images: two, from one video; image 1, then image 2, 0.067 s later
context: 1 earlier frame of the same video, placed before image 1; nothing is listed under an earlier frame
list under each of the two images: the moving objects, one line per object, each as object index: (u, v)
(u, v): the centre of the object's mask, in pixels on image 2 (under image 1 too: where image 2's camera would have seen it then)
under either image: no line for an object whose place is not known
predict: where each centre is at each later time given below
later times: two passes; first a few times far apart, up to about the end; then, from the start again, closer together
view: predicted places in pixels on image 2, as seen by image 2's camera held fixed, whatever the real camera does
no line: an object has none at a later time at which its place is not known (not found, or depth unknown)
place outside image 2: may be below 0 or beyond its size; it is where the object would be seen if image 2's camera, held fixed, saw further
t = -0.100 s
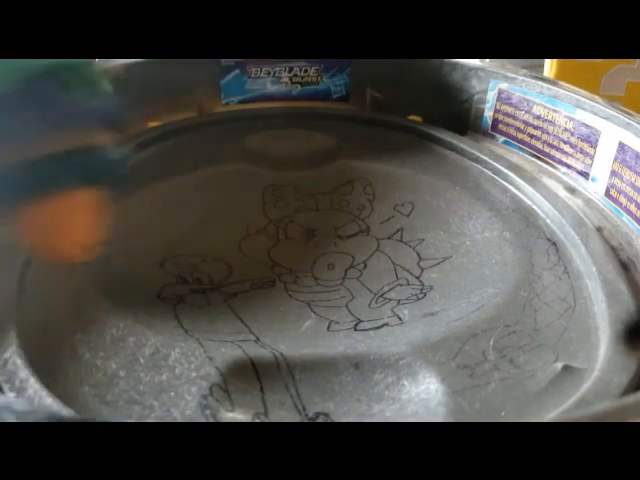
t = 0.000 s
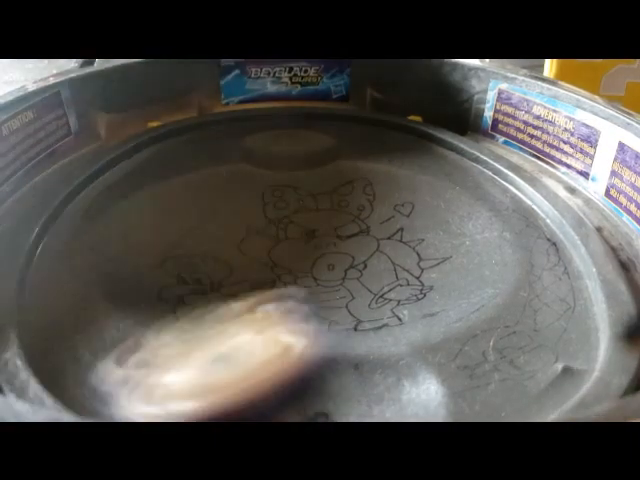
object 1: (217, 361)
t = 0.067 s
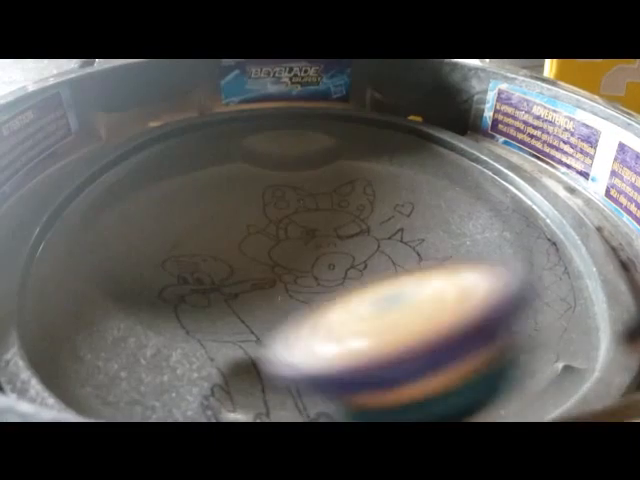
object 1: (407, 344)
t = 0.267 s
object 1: (603, 251)
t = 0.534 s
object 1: (460, 102)
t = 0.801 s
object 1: (179, 83)
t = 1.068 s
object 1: (37, 182)
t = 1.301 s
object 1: (79, 340)
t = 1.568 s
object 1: (570, 334)
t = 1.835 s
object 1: (587, 195)
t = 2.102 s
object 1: (504, 125)
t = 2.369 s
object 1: (399, 86)
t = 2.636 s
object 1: (300, 79)
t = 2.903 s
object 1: (268, 130)
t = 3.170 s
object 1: (240, 156)
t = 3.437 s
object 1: (379, 265)
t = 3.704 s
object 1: (547, 260)
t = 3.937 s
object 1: (349, 274)
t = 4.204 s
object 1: (56, 265)
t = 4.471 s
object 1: (77, 226)
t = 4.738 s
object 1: (51, 228)
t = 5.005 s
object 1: (167, 350)
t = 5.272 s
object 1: (476, 361)
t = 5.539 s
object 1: (553, 251)
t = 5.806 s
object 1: (446, 181)
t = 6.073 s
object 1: (334, 181)
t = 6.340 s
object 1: (222, 177)
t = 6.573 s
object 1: (185, 179)
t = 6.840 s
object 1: (265, 224)
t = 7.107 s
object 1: (299, 274)
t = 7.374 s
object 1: (307, 274)
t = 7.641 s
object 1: (343, 259)
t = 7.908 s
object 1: (467, 216)
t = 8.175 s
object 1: (393, 212)
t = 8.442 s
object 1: (302, 203)
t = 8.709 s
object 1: (228, 191)
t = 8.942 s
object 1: (218, 212)
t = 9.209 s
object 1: (267, 234)
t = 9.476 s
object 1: (258, 235)
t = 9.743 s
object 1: (277, 250)
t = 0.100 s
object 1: (491, 343)
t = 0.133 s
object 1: (543, 359)
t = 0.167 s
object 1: (574, 340)
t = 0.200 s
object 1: (593, 318)
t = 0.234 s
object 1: (603, 284)
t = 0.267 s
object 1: (603, 251)
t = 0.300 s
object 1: (602, 226)
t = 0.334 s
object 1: (596, 202)
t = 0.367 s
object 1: (585, 174)
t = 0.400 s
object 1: (562, 153)
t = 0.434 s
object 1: (539, 138)
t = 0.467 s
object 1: (514, 125)
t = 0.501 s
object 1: (489, 113)
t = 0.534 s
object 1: (460, 102)
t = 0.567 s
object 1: (439, 94)
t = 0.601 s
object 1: (395, 79)
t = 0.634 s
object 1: (362, 75)
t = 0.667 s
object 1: (327, 80)
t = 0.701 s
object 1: (288, 76)
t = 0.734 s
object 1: (248, 77)
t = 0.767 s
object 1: (215, 78)
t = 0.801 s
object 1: (179, 83)
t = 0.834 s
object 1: (145, 90)
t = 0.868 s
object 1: (119, 99)
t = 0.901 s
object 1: (98, 112)
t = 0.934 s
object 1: (76, 125)
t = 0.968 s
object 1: (52, 138)
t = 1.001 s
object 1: (45, 151)
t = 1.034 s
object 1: (42, 166)
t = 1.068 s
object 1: (37, 182)
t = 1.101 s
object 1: (30, 198)
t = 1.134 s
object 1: (29, 216)
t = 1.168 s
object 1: (31, 239)
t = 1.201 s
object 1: (34, 263)
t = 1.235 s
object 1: (39, 291)
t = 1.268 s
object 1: (52, 320)
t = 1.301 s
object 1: (79, 340)
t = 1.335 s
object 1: (122, 355)
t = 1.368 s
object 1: (179, 367)
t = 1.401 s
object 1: (263, 370)
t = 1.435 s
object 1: (346, 373)
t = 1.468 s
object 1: (433, 372)
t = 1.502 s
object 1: (509, 362)
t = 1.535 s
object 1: (545, 348)
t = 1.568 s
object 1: (570, 334)
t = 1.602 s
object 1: (591, 315)
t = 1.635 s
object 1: (597, 291)
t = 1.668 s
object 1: (599, 270)
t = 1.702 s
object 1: (603, 255)
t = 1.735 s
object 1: (602, 239)
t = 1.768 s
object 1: (599, 225)
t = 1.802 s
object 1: (593, 209)
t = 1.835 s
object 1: (587, 195)
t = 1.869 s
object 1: (580, 182)
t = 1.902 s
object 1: (569, 172)
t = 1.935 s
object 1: (558, 163)
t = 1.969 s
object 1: (548, 154)
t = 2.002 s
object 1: (538, 146)
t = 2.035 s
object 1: (527, 139)
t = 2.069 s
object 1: (516, 132)
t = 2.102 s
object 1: (504, 125)
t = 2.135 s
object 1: (493, 118)
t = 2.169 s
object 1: (484, 111)
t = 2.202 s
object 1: (471, 106)
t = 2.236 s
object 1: (455, 102)
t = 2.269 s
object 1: (440, 97)
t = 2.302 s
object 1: (426, 92)
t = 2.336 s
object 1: (411, 89)
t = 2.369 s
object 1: (399, 86)
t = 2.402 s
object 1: (384, 82)
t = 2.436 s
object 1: (370, 77)
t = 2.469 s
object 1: (356, 77)
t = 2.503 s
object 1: (343, 76)
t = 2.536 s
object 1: (330, 77)
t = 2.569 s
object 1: (317, 76)
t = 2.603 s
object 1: (306, 77)
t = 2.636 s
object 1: (300, 79)
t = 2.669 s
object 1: (294, 83)
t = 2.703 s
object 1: (291, 97)
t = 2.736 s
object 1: (286, 102)
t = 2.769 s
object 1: (284, 112)
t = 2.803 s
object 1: (285, 121)
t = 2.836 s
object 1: (282, 126)
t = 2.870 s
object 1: (276, 129)
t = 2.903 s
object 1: (268, 130)
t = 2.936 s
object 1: (260, 128)
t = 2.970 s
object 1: (253, 126)
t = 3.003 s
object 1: (245, 124)
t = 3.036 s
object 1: (239, 124)
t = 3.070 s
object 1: (234, 125)
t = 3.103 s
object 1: (230, 132)
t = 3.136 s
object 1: (231, 141)
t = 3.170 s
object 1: (240, 156)
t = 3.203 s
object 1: (256, 174)
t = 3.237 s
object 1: (276, 191)
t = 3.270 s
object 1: (292, 208)
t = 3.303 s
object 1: (303, 223)
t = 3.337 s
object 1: (311, 236)
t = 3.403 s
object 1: (316, 261)
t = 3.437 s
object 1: (379, 265)
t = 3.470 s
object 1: (448, 254)
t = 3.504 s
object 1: (510, 246)
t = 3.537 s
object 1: (565, 246)
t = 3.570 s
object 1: (594, 221)
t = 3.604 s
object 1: (600, 206)
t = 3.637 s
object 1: (594, 215)
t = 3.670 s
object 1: (583, 247)
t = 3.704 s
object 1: (547, 260)
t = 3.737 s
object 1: (515, 257)
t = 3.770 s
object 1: (481, 259)
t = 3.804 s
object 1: (455, 262)
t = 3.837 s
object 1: (429, 267)
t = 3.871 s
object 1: (402, 272)
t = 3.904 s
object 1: (374, 274)
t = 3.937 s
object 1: (349, 274)
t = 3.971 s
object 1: (315, 271)
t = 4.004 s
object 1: (252, 277)
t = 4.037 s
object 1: (189, 274)
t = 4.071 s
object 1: (135, 272)
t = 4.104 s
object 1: (85, 272)
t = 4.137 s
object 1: (61, 275)
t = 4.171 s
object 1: (54, 266)
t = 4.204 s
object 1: (56, 265)
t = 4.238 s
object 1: (56, 258)
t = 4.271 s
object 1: (55, 253)
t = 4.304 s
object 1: (54, 248)
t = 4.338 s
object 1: (53, 243)
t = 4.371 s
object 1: (56, 238)
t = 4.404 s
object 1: (61, 233)
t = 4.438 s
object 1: (67, 229)
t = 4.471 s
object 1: (77, 226)
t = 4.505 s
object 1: (87, 223)
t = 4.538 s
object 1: (98, 219)
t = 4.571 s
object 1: (113, 215)
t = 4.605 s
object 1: (84, 197)
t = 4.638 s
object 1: (45, 200)
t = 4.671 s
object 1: (43, 199)
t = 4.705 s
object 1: (45, 215)
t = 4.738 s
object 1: (51, 228)
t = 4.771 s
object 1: (79, 251)
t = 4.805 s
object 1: (95, 265)
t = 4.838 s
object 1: (104, 269)
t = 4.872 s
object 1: (116, 285)
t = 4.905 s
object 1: (124, 295)
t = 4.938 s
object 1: (134, 310)
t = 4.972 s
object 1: (148, 332)
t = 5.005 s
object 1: (167, 350)
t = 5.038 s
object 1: (195, 364)
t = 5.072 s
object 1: (236, 371)
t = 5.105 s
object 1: (283, 376)
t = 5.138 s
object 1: (323, 377)
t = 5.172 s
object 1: (367, 376)
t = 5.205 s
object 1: (405, 372)
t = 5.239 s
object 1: (444, 368)
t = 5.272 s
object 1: (476, 361)
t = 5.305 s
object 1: (500, 352)
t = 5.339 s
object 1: (521, 341)
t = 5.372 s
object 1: (542, 328)
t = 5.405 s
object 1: (559, 311)
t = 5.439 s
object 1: (568, 295)
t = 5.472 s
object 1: (565, 280)
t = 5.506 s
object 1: (558, 265)
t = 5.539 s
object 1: (553, 251)
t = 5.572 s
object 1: (547, 235)
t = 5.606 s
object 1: (538, 223)
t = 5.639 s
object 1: (526, 210)
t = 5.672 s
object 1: (513, 197)
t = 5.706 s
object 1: (496, 189)
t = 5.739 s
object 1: (481, 182)
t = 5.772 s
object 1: (465, 180)
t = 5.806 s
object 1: (446, 181)
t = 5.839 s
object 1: (426, 183)
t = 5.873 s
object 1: (405, 185)
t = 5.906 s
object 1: (385, 185)
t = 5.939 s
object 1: (371, 184)
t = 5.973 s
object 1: (370, 179)
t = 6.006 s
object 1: (362, 177)
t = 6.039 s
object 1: (349, 179)
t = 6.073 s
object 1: (334, 181)
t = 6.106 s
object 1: (318, 182)
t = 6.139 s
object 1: (302, 184)
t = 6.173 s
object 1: (285, 186)
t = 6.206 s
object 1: (269, 186)
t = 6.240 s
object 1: (253, 185)
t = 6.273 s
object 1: (240, 180)
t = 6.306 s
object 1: (230, 178)
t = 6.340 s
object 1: (222, 177)
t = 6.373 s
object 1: (212, 176)
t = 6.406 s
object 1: (206, 179)
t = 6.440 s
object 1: (202, 182)
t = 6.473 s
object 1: (198, 187)
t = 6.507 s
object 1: (192, 187)
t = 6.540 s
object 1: (185, 182)
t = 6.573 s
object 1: (185, 179)
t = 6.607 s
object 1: (189, 178)
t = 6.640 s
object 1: (196, 181)
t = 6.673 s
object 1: (206, 185)
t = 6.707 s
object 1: (217, 191)
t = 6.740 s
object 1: (228, 199)
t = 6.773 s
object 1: (240, 207)
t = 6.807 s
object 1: (253, 215)
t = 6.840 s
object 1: (265, 224)
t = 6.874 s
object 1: (276, 232)
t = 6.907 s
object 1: (281, 240)
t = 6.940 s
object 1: (285, 248)
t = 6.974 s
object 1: (289, 255)
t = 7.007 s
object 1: (293, 261)
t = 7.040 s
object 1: (296, 267)
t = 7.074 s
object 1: (298, 270)
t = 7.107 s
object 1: (299, 274)
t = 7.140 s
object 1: (298, 276)
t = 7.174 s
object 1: (297, 277)
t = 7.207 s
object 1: (295, 278)
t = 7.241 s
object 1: (293, 277)
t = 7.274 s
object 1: (292, 275)
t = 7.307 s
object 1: (294, 273)
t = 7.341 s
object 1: (298, 271)
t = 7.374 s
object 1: (307, 274)
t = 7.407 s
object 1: (313, 276)
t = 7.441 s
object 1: (318, 276)
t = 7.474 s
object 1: (325, 275)
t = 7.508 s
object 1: (331, 273)
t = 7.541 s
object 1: (334, 271)
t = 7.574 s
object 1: (336, 269)
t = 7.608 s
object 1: (339, 265)
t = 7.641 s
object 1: (343, 259)
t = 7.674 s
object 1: (347, 252)
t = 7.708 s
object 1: (350, 247)
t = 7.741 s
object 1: (357, 240)
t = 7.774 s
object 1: (400, 235)
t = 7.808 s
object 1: (431, 229)
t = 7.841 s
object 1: (450, 224)
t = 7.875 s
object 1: (460, 220)
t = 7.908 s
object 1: (467, 216)
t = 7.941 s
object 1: (471, 213)
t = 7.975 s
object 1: (469, 211)
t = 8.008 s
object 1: (464, 209)
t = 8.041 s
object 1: (455, 209)
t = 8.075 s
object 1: (443, 209)
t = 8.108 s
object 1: (428, 211)
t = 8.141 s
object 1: (412, 212)
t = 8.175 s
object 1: (393, 212)
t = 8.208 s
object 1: (381, 212)
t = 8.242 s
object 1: (378, 208)
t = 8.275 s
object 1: (370, 206)
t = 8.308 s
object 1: (356, 205)
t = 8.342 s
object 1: (341, 205)
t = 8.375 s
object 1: (328, 205)
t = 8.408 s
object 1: (317, 204)
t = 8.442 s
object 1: (302, 203)
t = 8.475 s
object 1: (293, 195)
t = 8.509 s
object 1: (281, 196)
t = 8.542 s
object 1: (273, 190)
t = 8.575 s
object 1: (263, 189)
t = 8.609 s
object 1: (253, 186)
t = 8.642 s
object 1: (241, 183)
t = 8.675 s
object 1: (233, 186)
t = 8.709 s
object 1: (228, 191)
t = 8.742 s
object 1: (226, 195)
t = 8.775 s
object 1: (219, 196)
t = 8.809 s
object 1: (216, 196)
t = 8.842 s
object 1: (213, 198)
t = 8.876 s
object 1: (211, 202)
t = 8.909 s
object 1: (214, 206)
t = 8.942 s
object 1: (218, 212)
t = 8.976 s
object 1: (223, 217)
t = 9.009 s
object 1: (231, 223)
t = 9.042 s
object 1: (241, 229)
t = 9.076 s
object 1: (251, 233)
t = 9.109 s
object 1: (263, 236)
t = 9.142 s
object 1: (274, 237)
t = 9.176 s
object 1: (269, 234)
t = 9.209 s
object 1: (267, 234)
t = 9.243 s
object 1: (267, 234)
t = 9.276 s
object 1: (262, 233)
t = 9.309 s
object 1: (256, 234)
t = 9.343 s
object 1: (255, 233)
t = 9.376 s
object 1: (255, 235)
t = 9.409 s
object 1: (252, 235)
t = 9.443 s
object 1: (253, 235)
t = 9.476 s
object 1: (258, 235)
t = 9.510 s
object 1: (261, 236)
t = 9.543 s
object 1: (264, 236)
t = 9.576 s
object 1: (269, 234)
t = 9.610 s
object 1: (274, 233)
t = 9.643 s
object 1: (271, 234)
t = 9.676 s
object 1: (269, 238)
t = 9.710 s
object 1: (274, 242)
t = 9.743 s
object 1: (277, 250)
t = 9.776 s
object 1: (281, 252)
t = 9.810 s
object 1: (286, 249)
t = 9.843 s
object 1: (292, 247)
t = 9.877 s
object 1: (295, 245)
